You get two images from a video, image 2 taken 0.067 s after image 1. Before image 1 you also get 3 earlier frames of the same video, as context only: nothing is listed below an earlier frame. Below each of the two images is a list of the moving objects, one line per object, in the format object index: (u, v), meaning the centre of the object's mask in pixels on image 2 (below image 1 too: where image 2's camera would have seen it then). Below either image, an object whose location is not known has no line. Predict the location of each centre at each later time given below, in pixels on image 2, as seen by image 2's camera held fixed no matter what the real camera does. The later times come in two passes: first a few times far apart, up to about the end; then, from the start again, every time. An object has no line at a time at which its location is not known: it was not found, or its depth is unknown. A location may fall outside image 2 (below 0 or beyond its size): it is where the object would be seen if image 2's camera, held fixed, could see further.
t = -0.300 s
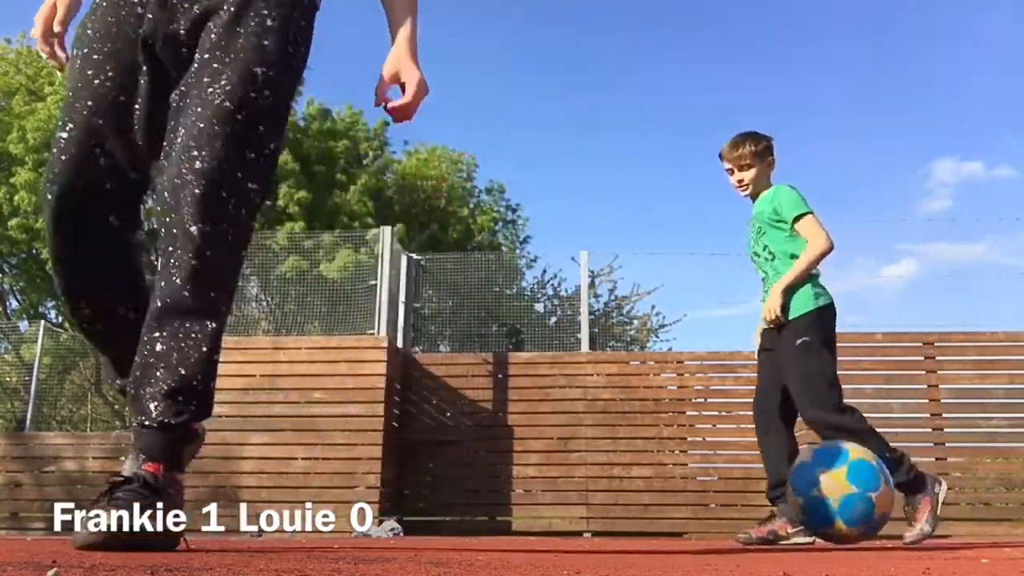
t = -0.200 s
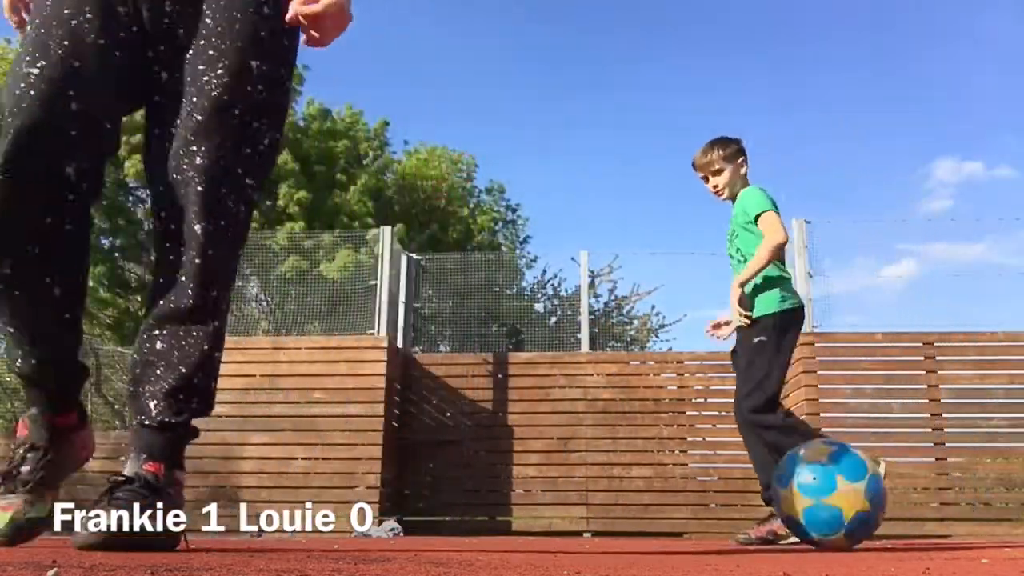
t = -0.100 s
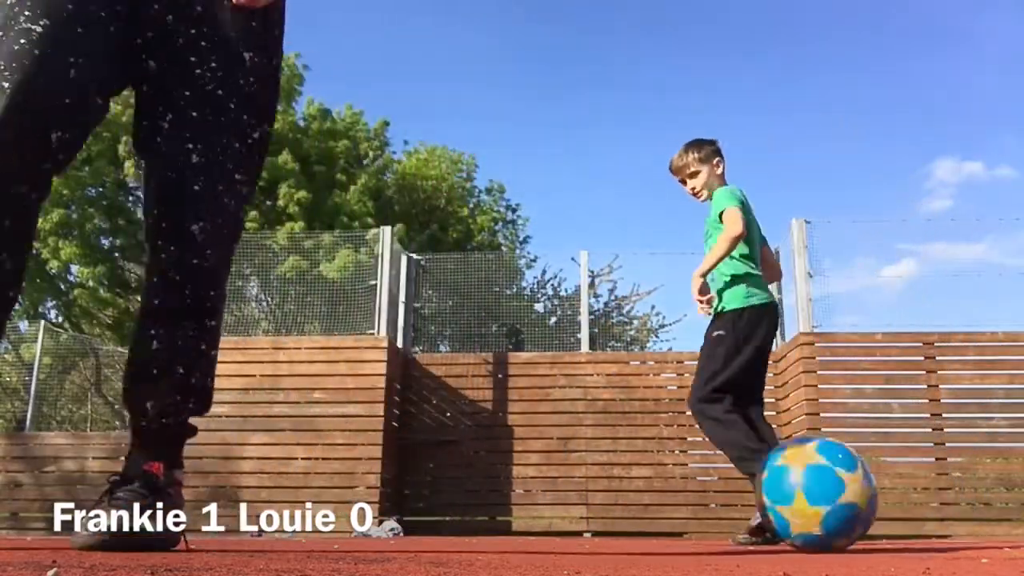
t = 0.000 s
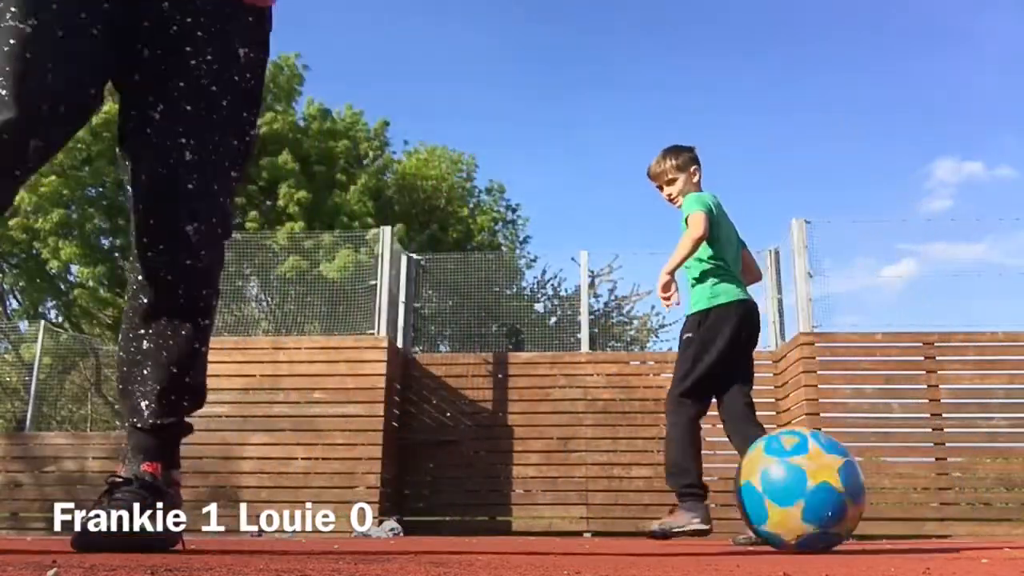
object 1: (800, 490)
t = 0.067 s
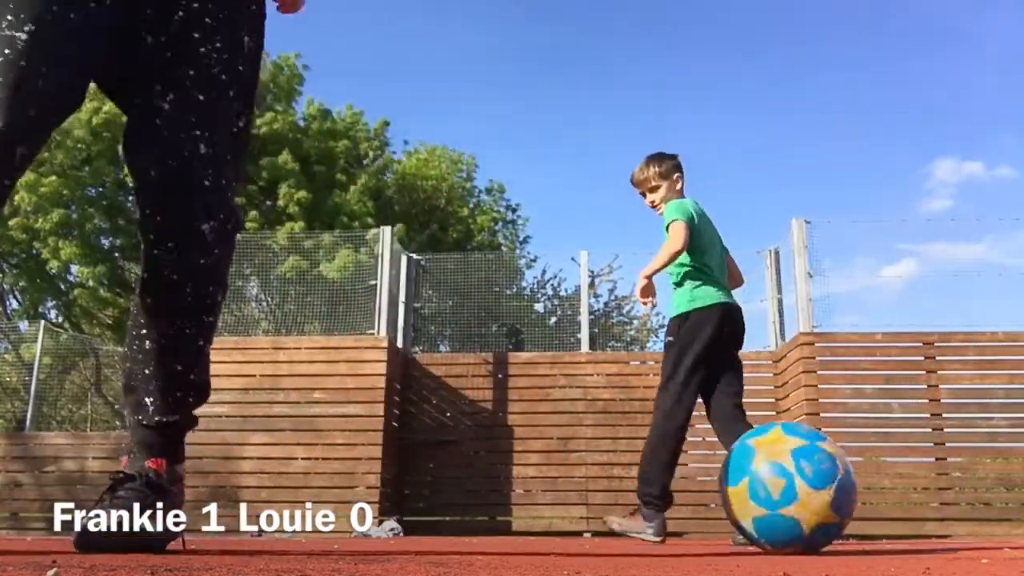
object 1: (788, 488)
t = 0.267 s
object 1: (744, 479)
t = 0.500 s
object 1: (666, 464)
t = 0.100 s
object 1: (781, 487)
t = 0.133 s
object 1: (775, 486)
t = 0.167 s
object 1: (768, 484)
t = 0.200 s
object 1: (761, 483)
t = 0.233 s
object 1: (753, 481)
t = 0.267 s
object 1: (744, 479)
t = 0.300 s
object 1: (734, 477)
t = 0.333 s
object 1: (725, 475)
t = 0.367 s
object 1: (714, 473)
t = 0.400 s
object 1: (705, 473)
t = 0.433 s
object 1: (692, 469)
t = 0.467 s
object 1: (679, 466)
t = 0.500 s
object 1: (666, 464)
